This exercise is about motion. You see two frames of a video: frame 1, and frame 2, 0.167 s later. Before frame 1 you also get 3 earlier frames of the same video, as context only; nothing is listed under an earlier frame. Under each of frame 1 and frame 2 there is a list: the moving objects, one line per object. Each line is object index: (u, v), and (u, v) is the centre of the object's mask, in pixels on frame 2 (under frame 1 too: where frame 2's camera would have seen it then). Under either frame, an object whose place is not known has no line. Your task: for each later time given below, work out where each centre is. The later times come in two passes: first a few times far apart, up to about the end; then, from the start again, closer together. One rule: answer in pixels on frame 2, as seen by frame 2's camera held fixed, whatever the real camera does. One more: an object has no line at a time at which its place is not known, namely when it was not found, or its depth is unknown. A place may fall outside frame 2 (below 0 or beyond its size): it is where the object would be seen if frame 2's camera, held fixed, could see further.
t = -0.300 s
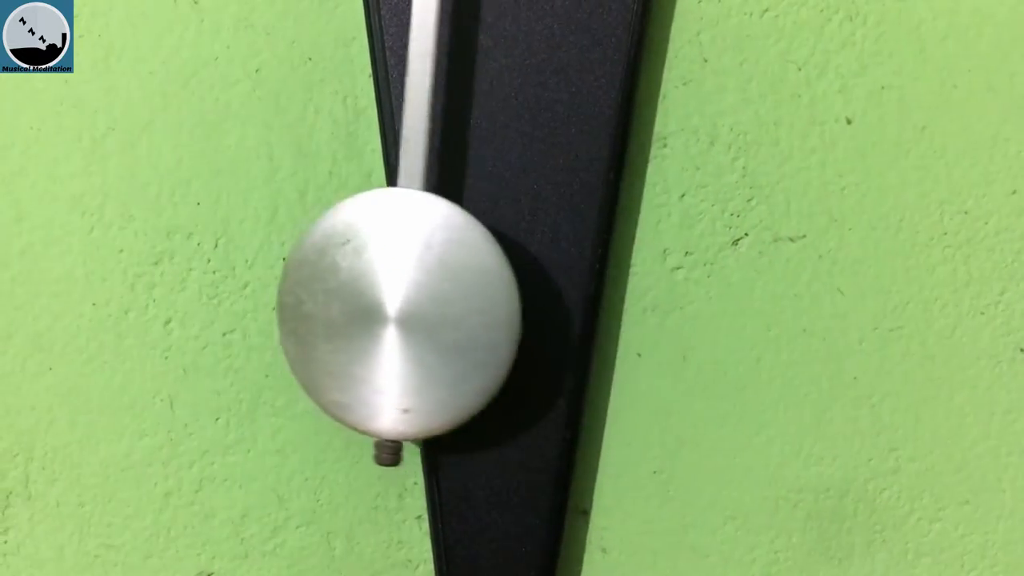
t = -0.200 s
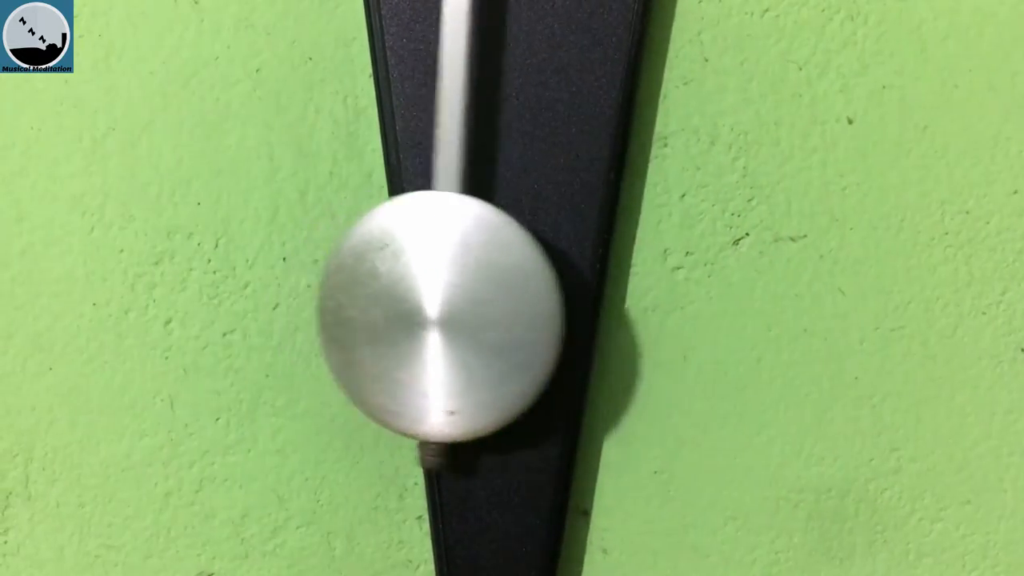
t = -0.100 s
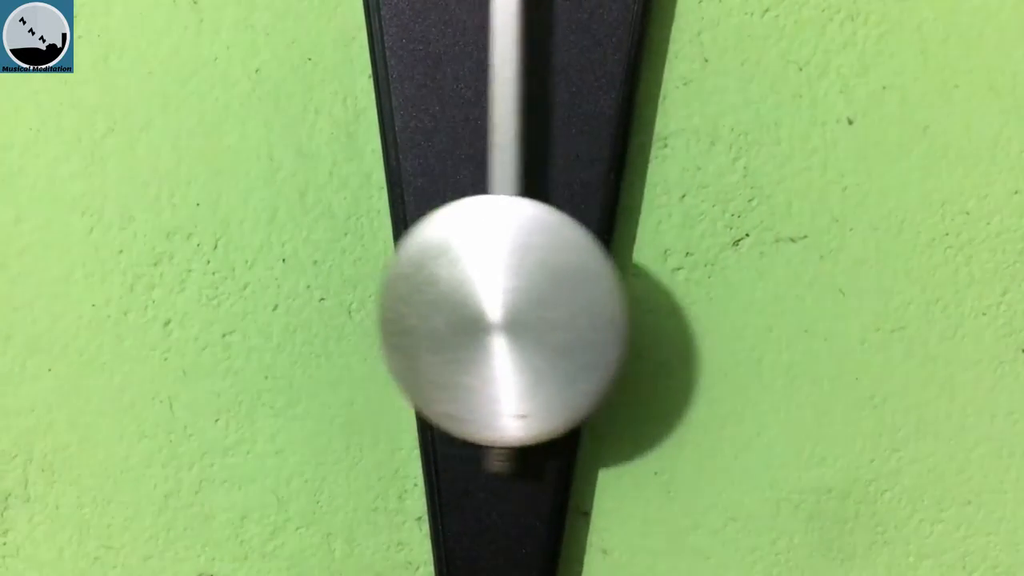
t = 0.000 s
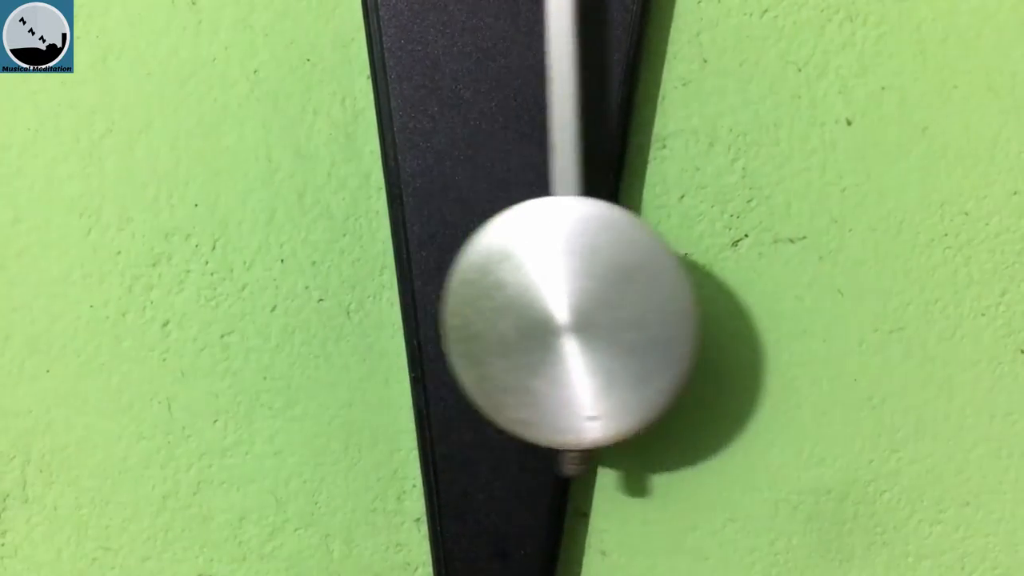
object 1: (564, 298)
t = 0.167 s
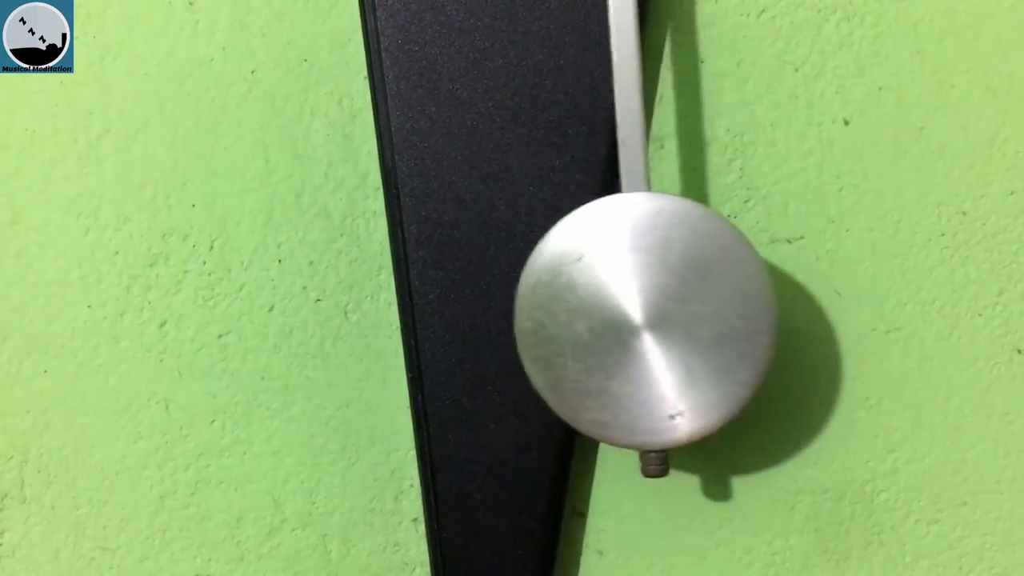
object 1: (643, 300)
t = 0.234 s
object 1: (649, 301)
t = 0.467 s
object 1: (552, 299)
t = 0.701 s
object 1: (419, 292)
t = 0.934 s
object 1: (424, 295)
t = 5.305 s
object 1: (458, 297)
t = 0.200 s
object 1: (649, 301)
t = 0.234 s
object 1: (649, 301)
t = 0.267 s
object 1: (646, 301)
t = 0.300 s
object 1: (638, 301)
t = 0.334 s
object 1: (627, 300)
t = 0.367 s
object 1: (611, 300)
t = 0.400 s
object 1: (593, 299)
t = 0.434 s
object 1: (574, 298)
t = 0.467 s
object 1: (552, 299)
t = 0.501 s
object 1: (530, 296)
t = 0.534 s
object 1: (509, 295)
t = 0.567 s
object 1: (488, 295)
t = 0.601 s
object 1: (468, 294)
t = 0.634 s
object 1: (450, 293)
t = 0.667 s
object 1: (433, 292)
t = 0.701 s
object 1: (419, 292)
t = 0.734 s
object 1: (409, 292)
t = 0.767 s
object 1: (402, 293)
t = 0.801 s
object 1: (399, 292)
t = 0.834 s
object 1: (399, 292)
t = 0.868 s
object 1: (403, 294)
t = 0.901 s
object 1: (412, 295)
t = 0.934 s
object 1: (424, 295)
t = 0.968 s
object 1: (439, 296)
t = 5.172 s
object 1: (542, 299)
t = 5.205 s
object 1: (521, 296)
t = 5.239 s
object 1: (499, 297)
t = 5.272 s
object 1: (478, 297)
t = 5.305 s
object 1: (458, 297)
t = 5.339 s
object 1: (441, 295)
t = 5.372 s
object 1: (425, 295)
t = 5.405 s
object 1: (413, 295)
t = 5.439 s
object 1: (404, 294)
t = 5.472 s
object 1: (399, 295)
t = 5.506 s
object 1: (398, 295)
